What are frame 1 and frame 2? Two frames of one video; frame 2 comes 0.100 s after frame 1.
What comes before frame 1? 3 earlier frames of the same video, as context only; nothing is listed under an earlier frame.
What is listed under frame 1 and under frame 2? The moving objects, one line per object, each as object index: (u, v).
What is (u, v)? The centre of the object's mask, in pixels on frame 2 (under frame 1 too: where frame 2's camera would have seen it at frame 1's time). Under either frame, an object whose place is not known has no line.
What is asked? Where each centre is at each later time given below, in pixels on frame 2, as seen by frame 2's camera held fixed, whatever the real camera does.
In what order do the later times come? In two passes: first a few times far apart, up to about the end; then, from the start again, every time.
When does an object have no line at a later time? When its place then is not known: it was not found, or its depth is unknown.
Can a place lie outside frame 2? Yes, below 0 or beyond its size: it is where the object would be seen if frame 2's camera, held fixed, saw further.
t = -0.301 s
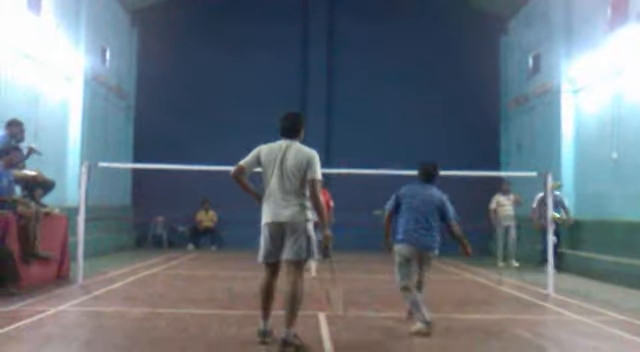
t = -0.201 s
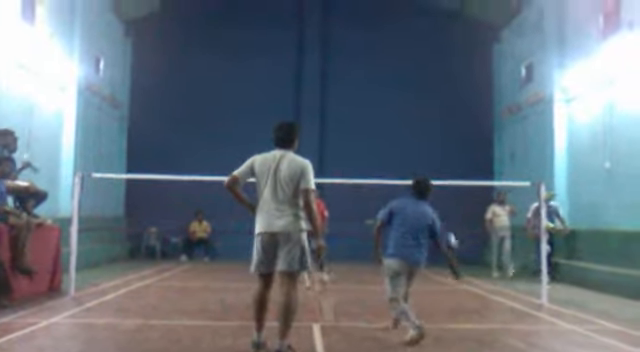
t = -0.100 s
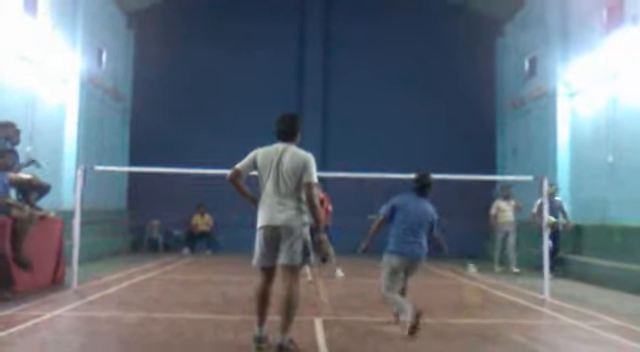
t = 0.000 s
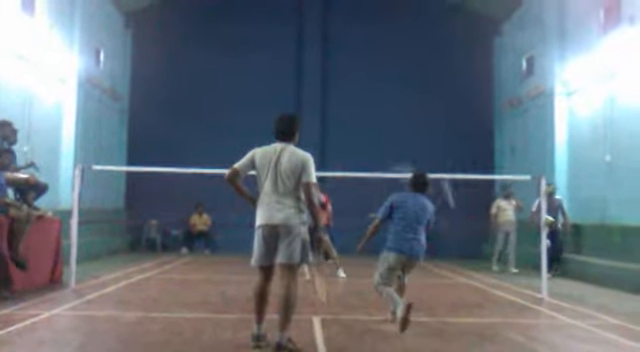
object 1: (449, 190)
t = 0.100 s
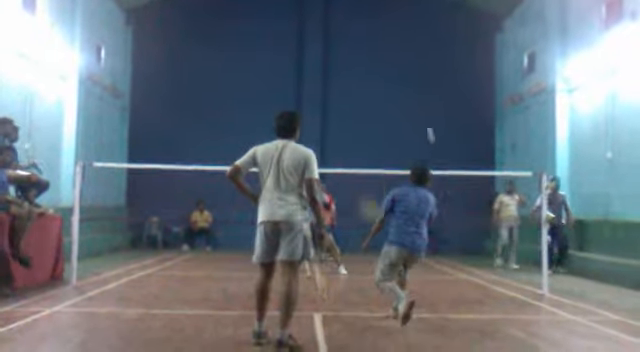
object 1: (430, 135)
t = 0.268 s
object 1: (410, 94)
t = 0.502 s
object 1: (401, 91)
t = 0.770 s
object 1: (393, 113)
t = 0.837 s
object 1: (391, 125)
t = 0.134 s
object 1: (426, 122)
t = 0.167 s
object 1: (422, 114)
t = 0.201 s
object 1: (419, 107)
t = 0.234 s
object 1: (419, 104)
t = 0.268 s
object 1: (410, 94)
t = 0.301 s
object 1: (409, 91)
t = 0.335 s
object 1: (409, 92)
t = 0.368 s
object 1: (407, 90)
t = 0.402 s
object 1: (405, 89)
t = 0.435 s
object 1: (404, 89)
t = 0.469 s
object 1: (402, 90)
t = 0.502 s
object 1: (401, 91)
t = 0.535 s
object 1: (400, 92)
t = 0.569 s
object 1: (399, 94)
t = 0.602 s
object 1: (398, 95)
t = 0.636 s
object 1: (397, 98)
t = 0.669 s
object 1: (396, 102)
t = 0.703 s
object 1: (395, 106)
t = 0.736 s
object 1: (394, 109)
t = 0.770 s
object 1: (393, 113)
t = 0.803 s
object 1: (392, 120)
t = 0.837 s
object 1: (391, 125)
